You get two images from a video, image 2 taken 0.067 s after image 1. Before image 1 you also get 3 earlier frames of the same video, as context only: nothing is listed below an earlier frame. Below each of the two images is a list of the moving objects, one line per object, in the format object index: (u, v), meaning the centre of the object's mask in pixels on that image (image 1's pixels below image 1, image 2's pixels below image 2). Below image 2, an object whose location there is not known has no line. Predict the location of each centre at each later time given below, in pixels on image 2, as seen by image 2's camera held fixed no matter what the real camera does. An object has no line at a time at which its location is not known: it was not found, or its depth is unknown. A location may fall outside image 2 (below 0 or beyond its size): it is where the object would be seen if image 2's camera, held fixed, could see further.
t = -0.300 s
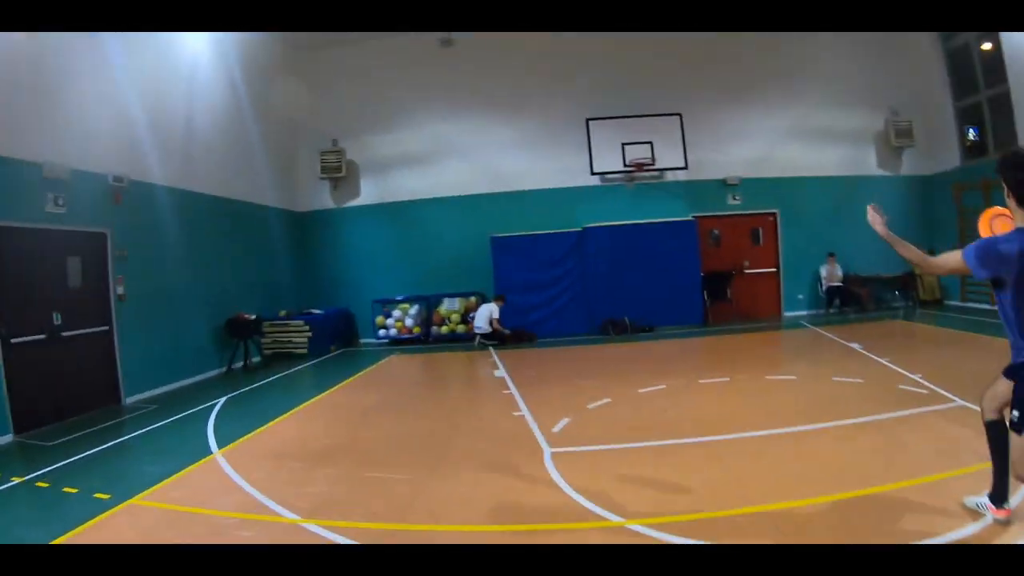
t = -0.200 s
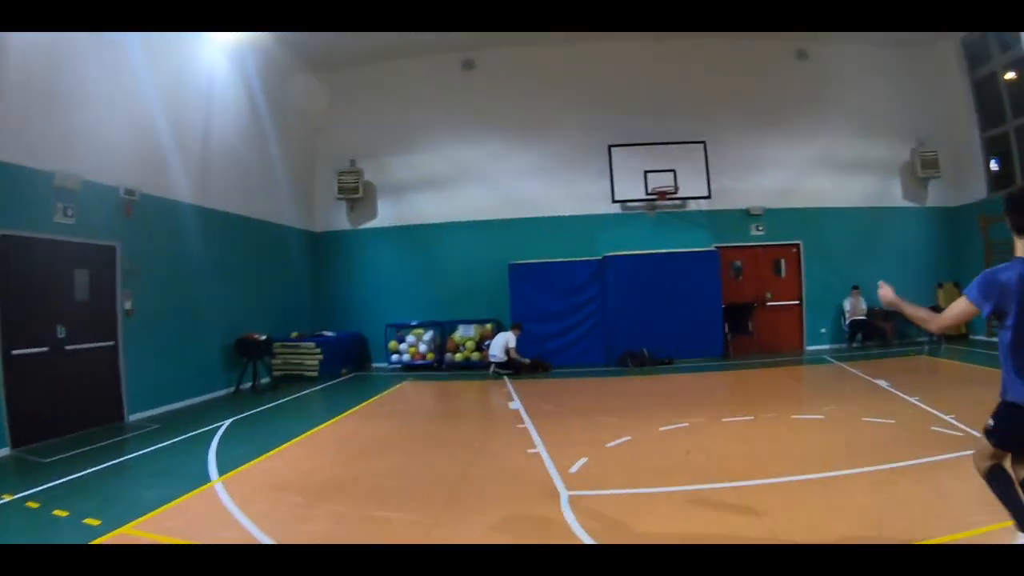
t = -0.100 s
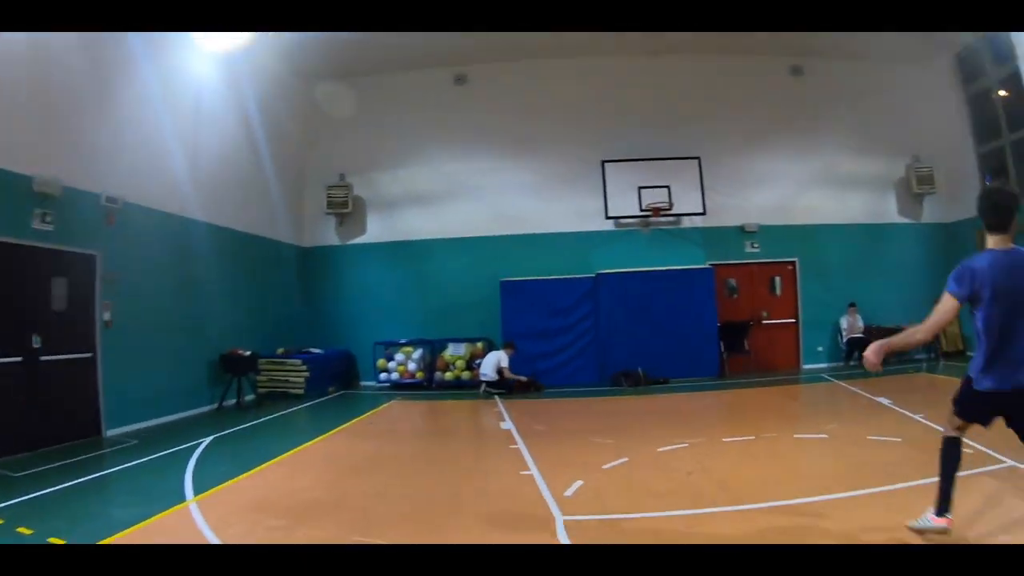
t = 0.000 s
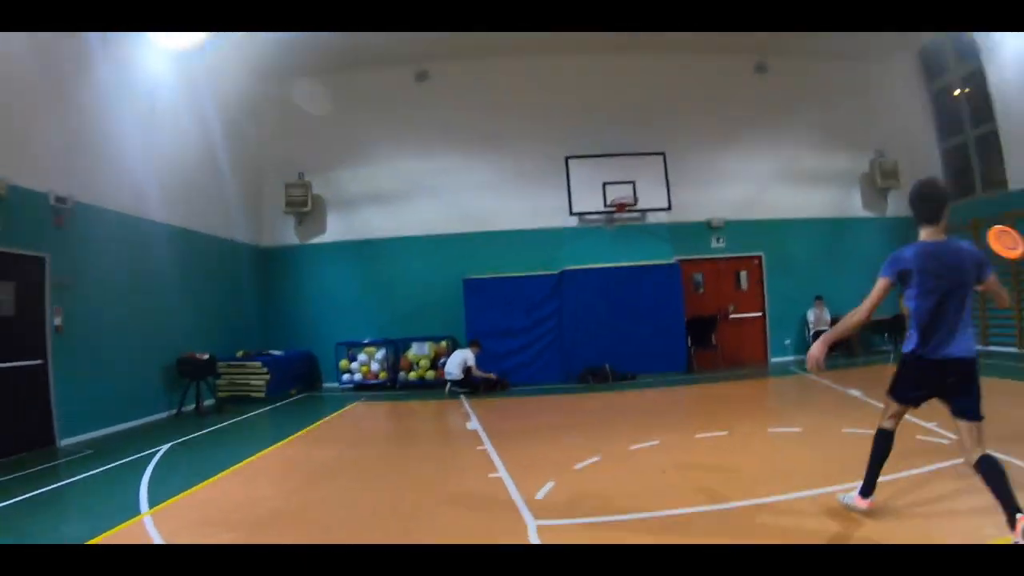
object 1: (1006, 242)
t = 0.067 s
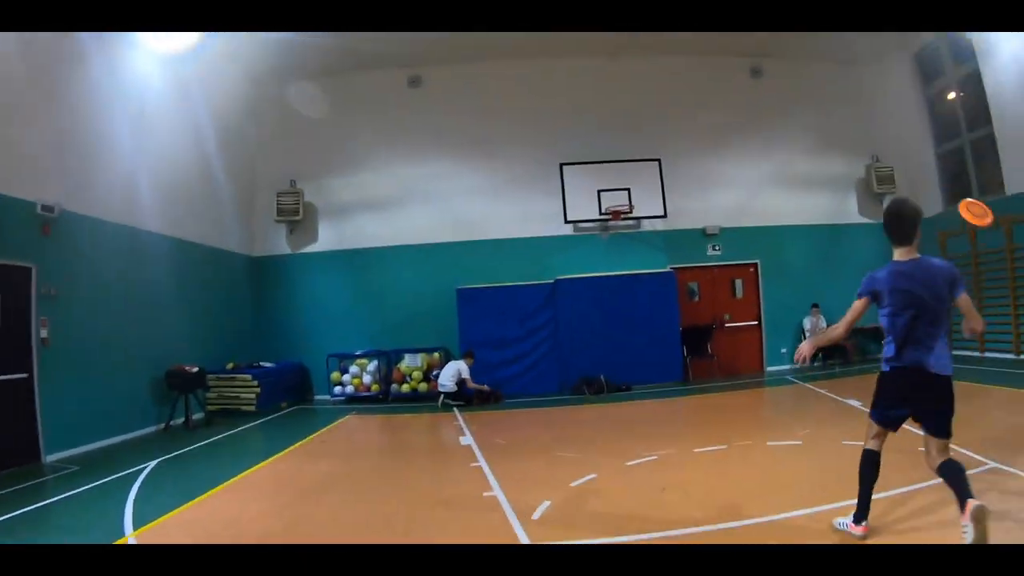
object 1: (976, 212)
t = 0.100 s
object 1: (963, 196)
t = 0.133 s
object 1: (952, 179)
